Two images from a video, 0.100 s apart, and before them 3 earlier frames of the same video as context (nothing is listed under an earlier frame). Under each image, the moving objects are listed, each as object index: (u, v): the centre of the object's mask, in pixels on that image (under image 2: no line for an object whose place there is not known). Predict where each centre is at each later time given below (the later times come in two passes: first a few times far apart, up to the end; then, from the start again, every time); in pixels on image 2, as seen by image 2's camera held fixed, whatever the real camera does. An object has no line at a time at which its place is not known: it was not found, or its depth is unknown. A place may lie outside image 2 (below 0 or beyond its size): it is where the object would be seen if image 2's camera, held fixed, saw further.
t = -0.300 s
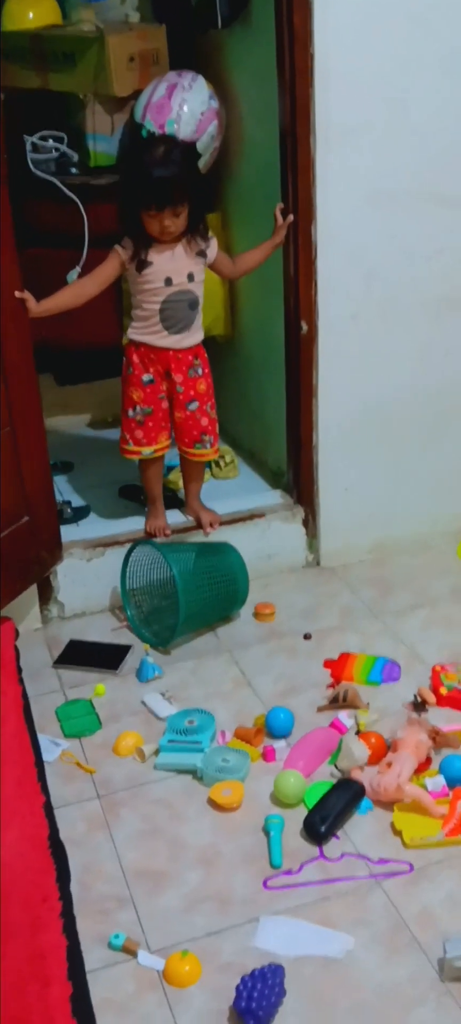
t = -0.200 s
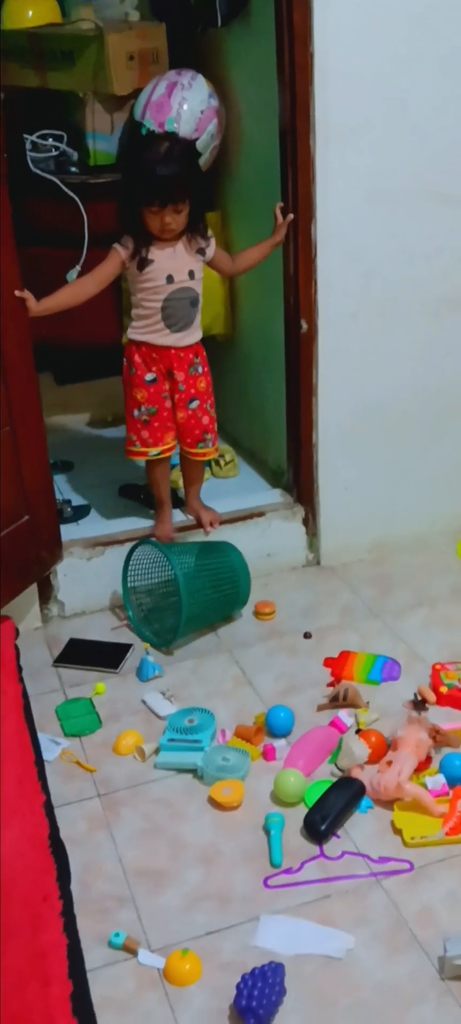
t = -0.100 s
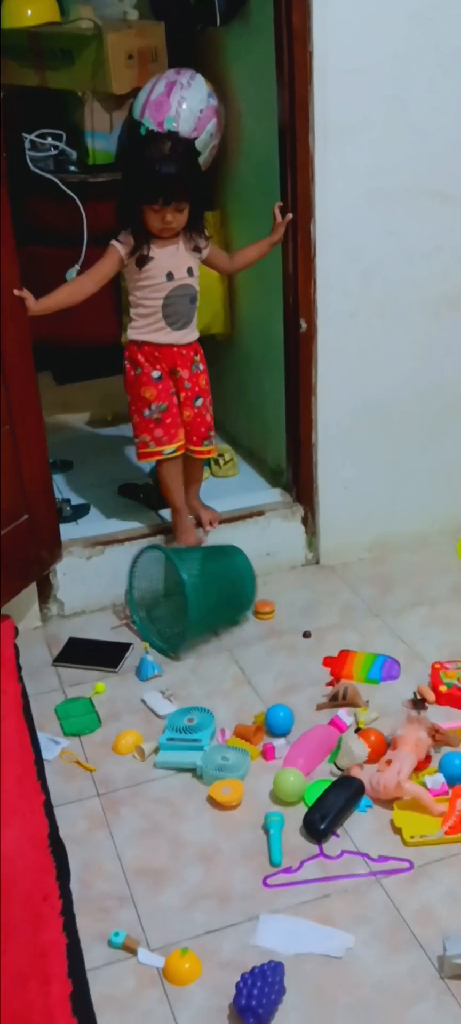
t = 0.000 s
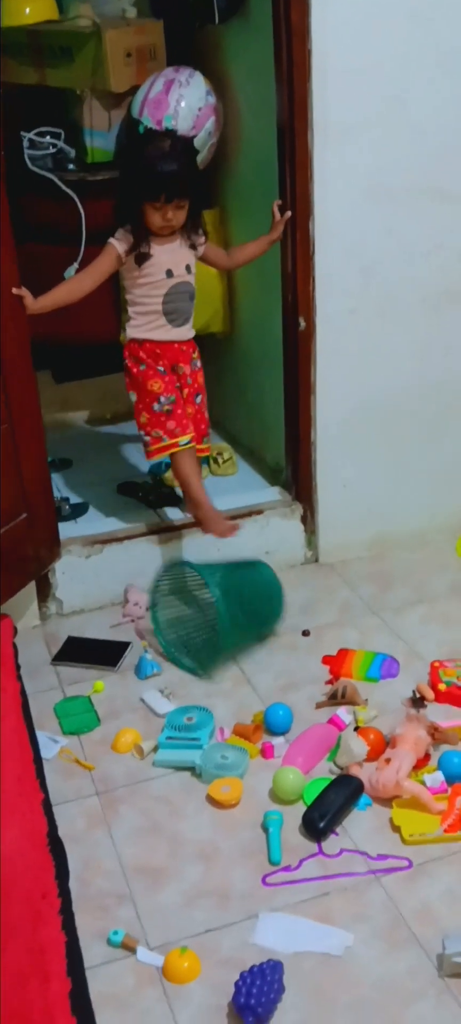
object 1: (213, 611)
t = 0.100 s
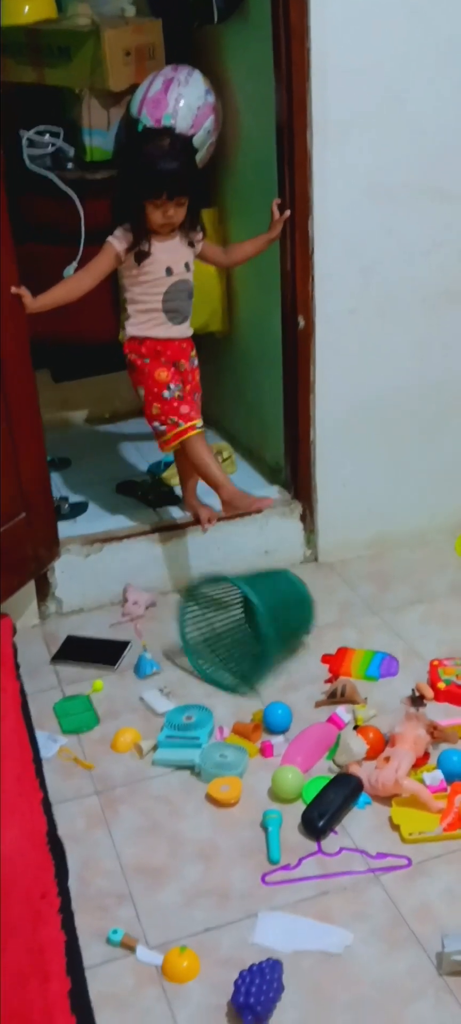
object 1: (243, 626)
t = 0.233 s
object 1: (290, 639)
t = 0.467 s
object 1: (336, 651)
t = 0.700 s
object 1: (357, 652)
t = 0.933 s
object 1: (357, 653)
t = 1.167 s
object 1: (357, 653)
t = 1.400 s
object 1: (357, 653)
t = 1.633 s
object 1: (357, 653)
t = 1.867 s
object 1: (356, 653)
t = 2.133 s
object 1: (357, 653)
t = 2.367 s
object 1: (357, 653)
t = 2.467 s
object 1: (356, 653)
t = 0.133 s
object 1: (254, 630)
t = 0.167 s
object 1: (265, 635)
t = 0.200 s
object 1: (279, 638)
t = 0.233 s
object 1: (290, 639)
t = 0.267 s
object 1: (299, 641)
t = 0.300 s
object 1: (307, 643)
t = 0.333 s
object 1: (315, 647)
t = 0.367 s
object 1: (321, 651)
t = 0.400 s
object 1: (326, 651)
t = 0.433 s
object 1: (331, 652)
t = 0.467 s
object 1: (336, 651)
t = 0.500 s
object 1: (340, 651)
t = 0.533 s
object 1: (344, 651)
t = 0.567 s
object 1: (348, 651)
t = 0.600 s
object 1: (351, 651)
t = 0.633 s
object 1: (354, 651)
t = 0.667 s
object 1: (355, 651)
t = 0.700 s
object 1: (357, 652)
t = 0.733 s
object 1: (358, 652)
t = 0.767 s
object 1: (359, 653)
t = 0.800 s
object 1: (359, 653)
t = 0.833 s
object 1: (359, 653)
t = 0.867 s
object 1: (358, 652)
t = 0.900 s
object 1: (358, 653)
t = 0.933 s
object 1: (357, 653)
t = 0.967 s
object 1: (356, 653)
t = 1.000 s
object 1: (356, 653)
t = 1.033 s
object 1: (356, 652)
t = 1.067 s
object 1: (356, 653)
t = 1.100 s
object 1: (356, 653)
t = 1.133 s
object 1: (357, 653)
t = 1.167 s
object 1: (357, 653)
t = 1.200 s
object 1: (357, 653)
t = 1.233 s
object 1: (357, 653)
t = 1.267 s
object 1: (357, 653)
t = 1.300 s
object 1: (357, 653)
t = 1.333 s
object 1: (357, 653)
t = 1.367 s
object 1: (357, 653)
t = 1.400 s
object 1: (357, 653)
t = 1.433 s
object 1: (357, 653)
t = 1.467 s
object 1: (357, 653)
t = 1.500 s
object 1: (357, 653)
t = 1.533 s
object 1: (357, 653)
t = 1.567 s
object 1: (357, 653)
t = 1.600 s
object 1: (357, 653)
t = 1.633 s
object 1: (357, 653)
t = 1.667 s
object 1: (357, 653)
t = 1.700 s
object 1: (357, 653)
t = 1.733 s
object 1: (357, 653)
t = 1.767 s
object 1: (357, 653)
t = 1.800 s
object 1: (357, 653)
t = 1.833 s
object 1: (357, 653)
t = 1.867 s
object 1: (356, 653)
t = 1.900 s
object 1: (356, 653)
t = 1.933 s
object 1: (356, 653)
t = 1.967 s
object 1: (356, 653)
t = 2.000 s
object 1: (357, 653)
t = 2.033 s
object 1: (356, 653)
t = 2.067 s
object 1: (357, 653)
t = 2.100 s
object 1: (357, 653)
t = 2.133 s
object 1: (357, 653)
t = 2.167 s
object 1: (357, 653)
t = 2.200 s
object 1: (356, 653)
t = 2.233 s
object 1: (357, 653)
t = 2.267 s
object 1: (356, 653)
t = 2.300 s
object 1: (357, 653)
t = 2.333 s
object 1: (357, 653)
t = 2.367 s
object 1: (357, 653)
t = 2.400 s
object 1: (357, 653)
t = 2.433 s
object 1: (356, 653)
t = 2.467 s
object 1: (356, 653)
